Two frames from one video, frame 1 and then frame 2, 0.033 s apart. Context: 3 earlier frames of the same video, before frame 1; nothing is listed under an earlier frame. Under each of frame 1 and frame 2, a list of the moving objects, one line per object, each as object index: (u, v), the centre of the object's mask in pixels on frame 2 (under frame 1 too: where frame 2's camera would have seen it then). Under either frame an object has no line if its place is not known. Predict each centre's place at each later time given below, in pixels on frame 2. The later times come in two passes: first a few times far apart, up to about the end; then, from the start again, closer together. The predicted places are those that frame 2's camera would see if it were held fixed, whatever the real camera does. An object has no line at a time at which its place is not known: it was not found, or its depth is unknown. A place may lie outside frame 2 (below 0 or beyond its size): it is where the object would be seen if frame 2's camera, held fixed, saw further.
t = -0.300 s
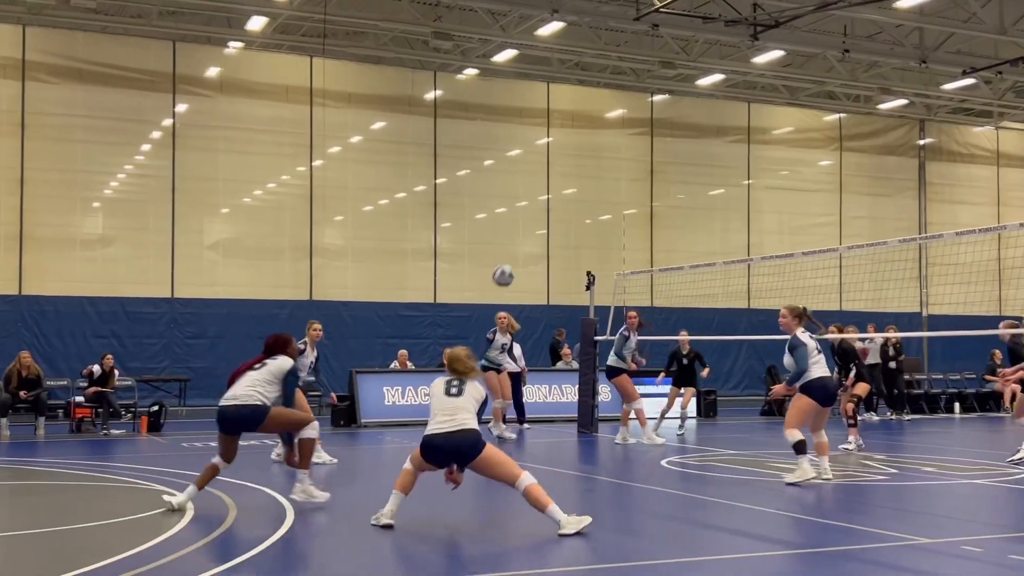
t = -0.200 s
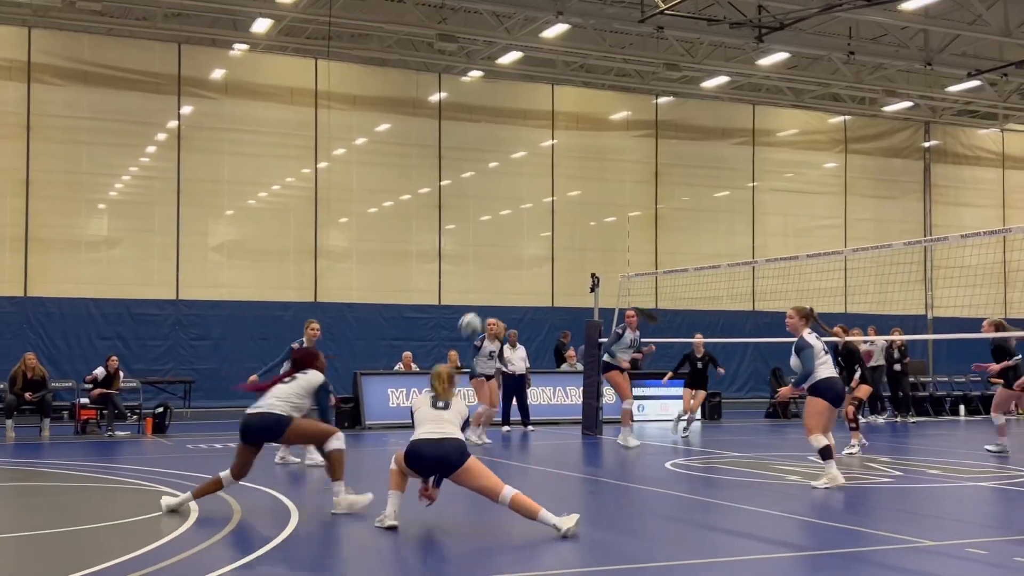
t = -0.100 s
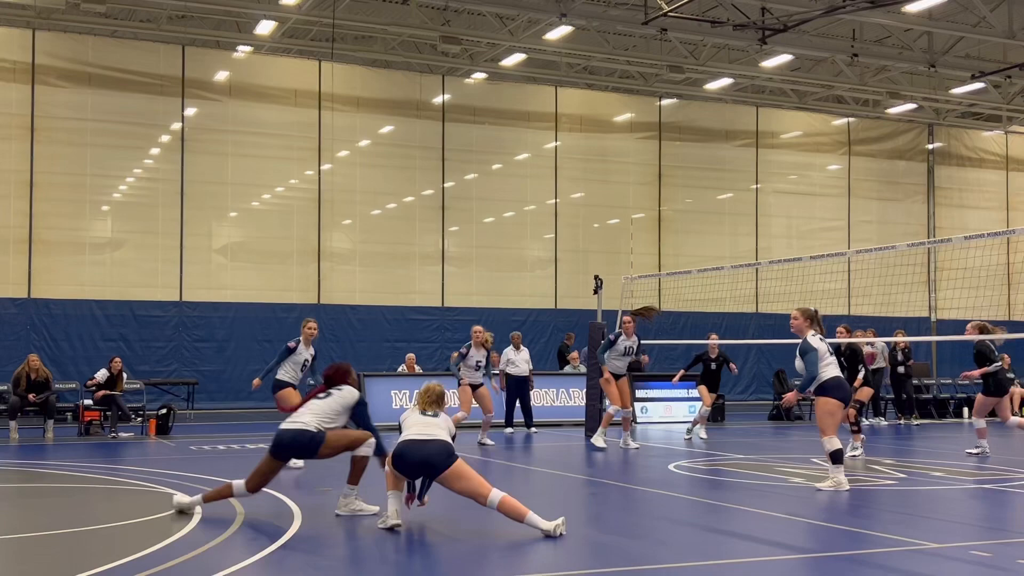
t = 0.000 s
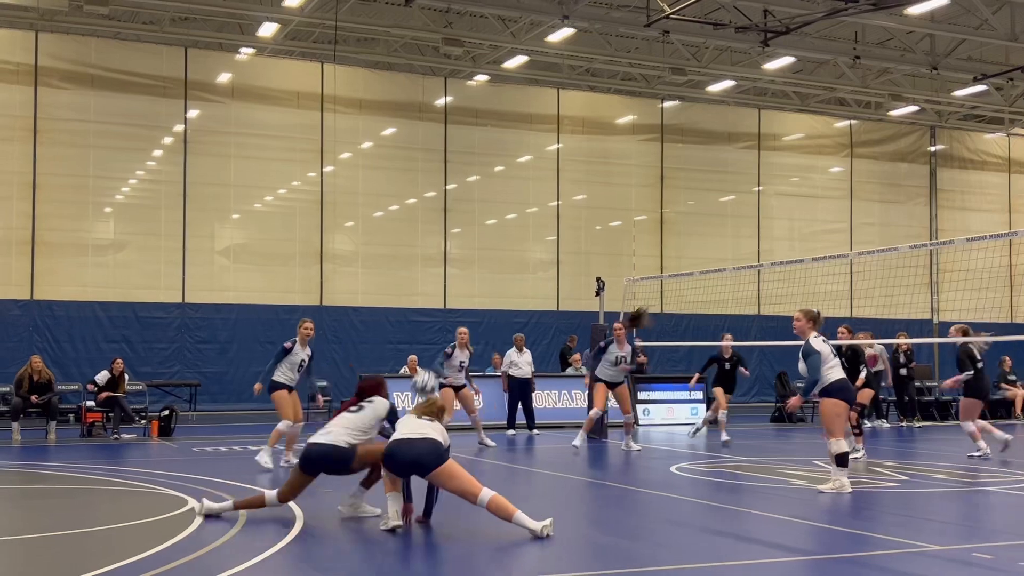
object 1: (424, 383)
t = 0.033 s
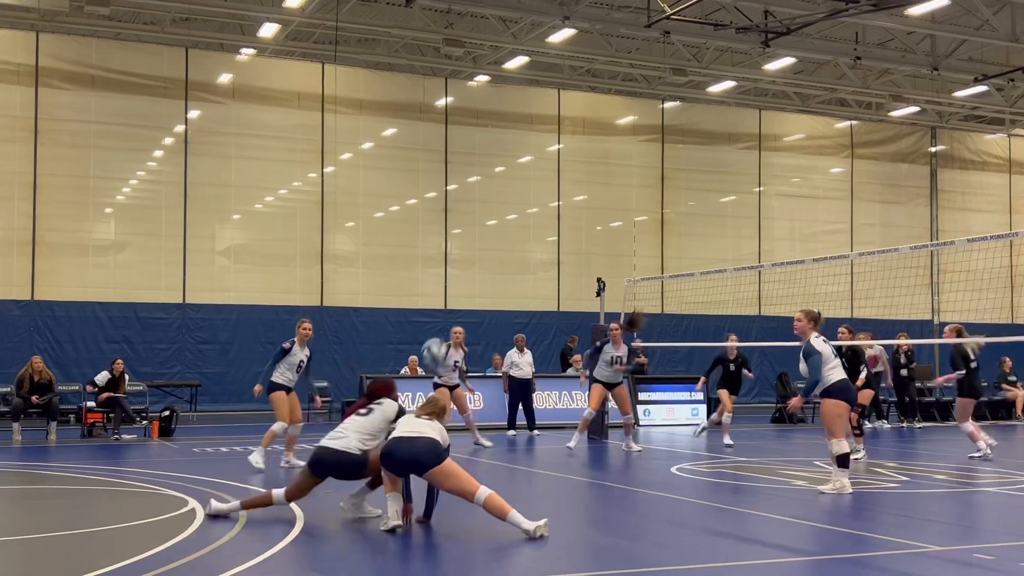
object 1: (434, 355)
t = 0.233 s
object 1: (485, 194)
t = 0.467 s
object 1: (538, 74)
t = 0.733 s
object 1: (593, 18)
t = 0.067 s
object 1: (443, 322)
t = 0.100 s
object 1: (452, 293)
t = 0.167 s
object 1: (469, 240)
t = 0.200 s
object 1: (476, 216)
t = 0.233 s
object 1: (485, 194)
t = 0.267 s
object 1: (493, 173)
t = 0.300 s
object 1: (501, 153)
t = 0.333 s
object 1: (508, 135)
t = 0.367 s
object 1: (516, 118)
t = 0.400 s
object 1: (523, 102)
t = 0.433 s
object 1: (531, 87)
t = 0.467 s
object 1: (538, 74)
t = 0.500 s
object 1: (545, 61)
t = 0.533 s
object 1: (552, 53)
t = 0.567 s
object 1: (558, 44)
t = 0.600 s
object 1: (566, 35)
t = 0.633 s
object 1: (573, 28)
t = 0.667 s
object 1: (580, 23)
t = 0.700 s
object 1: (586, 20)
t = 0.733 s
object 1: (593, 18)
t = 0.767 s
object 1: (600, 15)
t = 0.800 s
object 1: (607, 16)
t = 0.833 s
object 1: (613, 17)
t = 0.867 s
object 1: (620, 19)
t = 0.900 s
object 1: (627, 24)
